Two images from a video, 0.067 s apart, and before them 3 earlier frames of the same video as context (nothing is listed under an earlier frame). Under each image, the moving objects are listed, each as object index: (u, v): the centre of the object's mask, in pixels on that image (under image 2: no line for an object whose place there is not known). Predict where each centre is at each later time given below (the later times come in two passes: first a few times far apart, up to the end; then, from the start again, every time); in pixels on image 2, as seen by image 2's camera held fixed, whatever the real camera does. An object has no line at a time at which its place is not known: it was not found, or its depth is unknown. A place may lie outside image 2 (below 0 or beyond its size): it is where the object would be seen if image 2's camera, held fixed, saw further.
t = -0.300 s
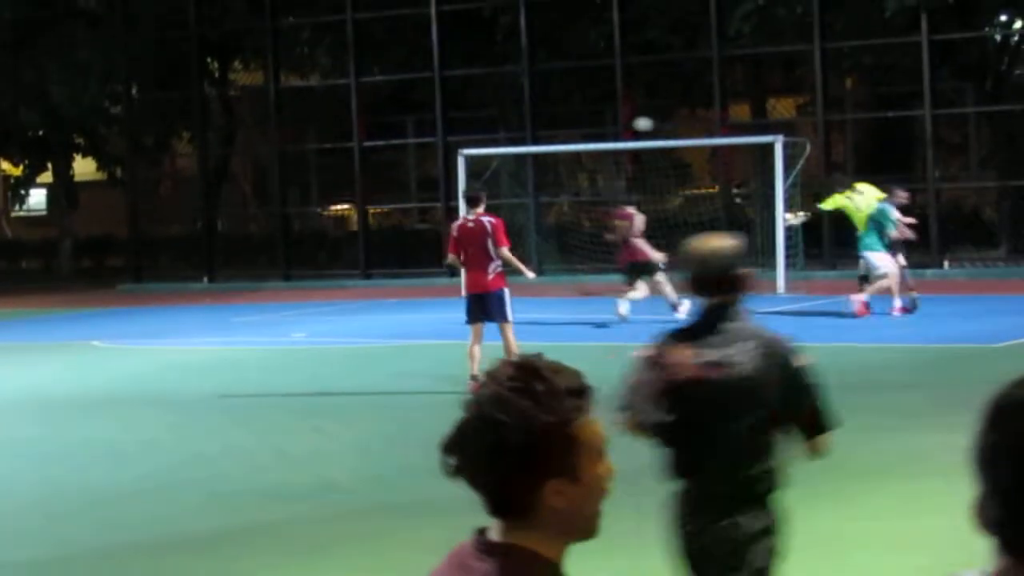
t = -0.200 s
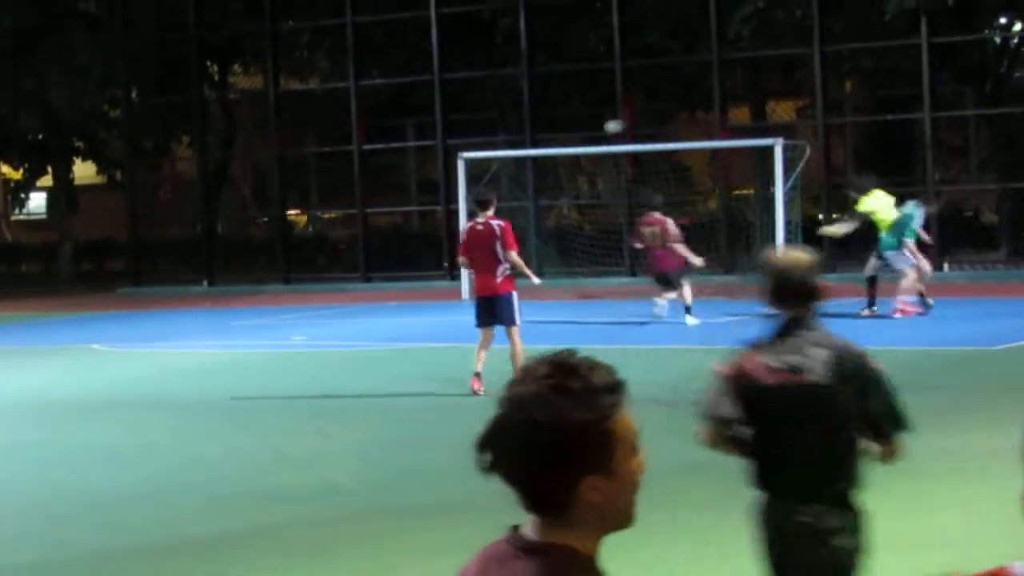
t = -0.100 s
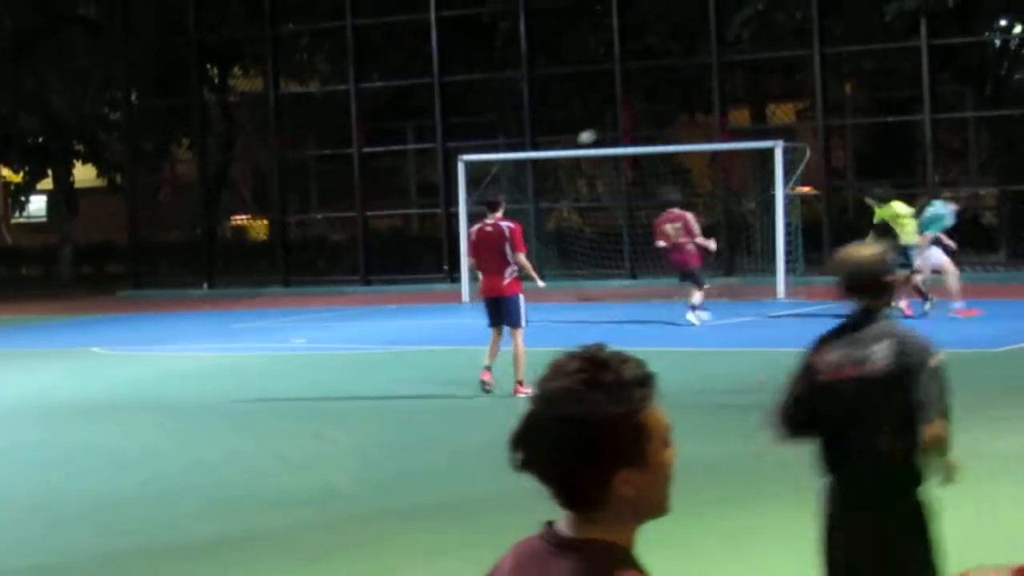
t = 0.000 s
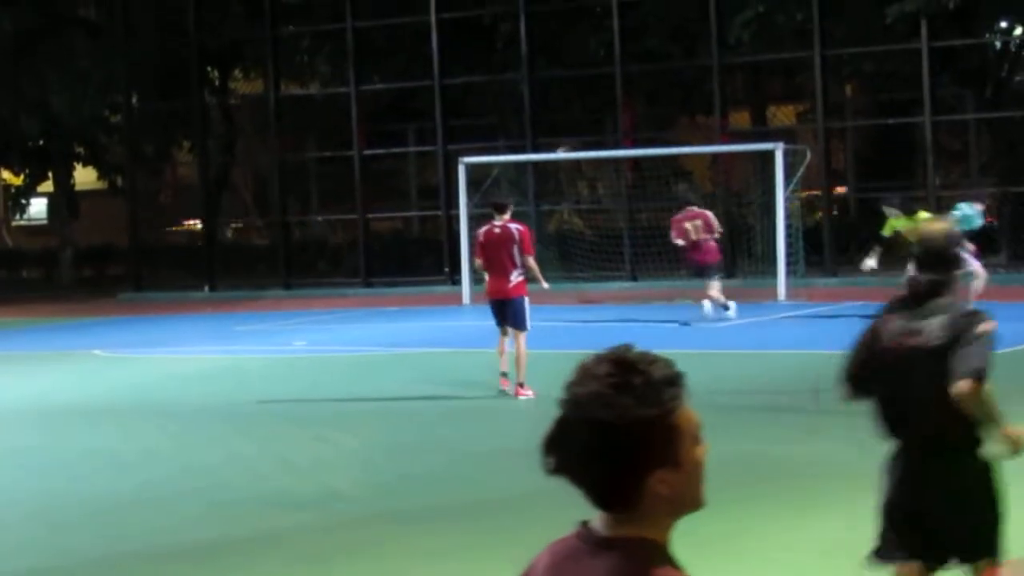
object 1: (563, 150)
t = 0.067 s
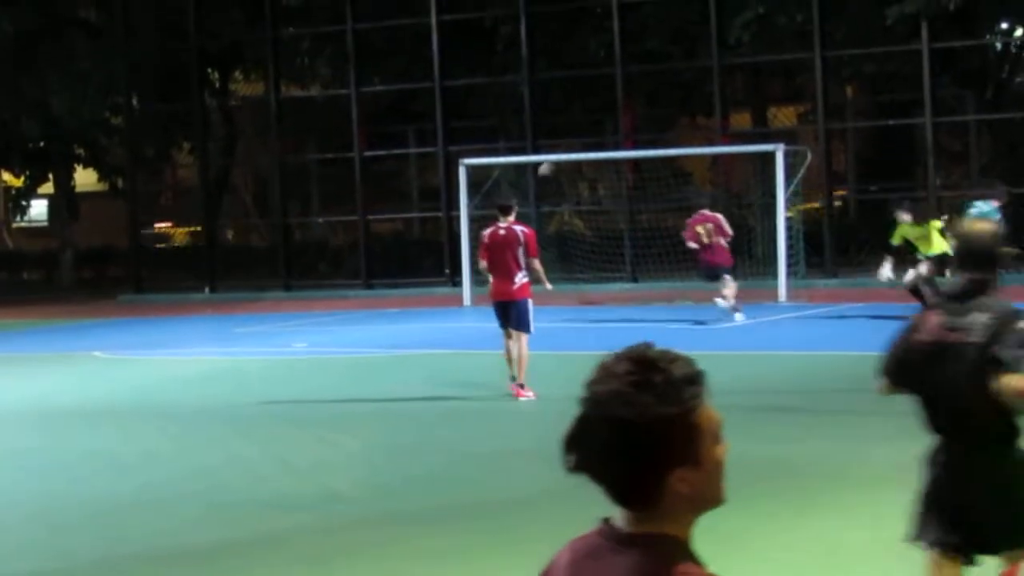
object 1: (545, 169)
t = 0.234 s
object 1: (509, 190)
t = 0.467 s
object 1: (454, 241)
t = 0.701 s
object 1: (402, 295)
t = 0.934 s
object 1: (363, 249)
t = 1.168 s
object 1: (322, 244)
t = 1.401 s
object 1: (282, 282)
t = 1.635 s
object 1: (240, 315)
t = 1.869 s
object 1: (189, 285)
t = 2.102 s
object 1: (139, 303)
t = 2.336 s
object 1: (92, 353)
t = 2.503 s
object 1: (48, 330)
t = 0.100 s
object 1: (538, 177)
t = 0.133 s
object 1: (530, 183)
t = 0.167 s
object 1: (524, 186)
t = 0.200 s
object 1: (516, 188)
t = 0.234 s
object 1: (509, 190)
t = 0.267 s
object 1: (500, 196)
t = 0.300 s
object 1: (494, 201)
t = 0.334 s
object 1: (487, 207)
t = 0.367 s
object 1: (479, 214)
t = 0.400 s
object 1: (474, 220)
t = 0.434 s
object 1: (459, 231)
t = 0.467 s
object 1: (454, 241)
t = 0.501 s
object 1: (449, 250)
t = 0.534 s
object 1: (442, 261)
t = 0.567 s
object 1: (433, 272)
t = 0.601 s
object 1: (425, 284)
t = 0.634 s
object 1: (417, 298)
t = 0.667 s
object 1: (408, 302)
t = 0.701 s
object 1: (402, 295)
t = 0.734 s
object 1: (397, 285)
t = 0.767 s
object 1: (392, 277)
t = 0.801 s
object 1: (386, 271)
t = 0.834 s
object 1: (380, 264)
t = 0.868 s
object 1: (375, 258)
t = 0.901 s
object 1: (368, 253)
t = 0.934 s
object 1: (363, 249)
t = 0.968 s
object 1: (357, 246)
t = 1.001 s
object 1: (351, 243)
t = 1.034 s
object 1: (345, 242)
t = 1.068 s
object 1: (339, 241)
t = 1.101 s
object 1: (334, 241)
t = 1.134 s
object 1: (328, 242)
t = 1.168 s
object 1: (322, 244)
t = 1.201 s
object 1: (316, 246)
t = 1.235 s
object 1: (311, 250)
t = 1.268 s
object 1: (305, 255)
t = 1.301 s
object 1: (299, 260)
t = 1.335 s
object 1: (293, 266)
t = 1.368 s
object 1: (288, 274)
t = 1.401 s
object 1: (282, 282)
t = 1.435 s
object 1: (277, 291)
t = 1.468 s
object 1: (272, 301)
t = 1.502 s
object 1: (266, 312)
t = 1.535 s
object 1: (261, 323)
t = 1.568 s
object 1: (254, 330)
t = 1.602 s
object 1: (247, 322)
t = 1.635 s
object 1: (240, 315)
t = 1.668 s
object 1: (233, 308)
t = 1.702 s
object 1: (225, 302)
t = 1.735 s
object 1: (218, 297)
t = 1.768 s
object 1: (211, 292)
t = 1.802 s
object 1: (204, 289)
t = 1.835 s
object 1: (197, 287)
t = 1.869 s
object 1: (189, 285)
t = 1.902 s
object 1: (182, 284)
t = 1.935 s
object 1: (175, 285)
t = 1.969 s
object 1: (168, 286)
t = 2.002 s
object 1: (160, 289)
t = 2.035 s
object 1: (154, 292)
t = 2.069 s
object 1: (146, 297)
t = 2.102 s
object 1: (139, 303)
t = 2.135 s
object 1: (133, 308)
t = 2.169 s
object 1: (126, 316)
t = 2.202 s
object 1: (120, 324)
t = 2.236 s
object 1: (112, 333)
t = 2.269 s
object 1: (106, 345)
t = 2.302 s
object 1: (100, 356)
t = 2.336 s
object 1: (92, 353)
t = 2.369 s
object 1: (83, 347)
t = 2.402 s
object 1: (74, 341)
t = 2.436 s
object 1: (66, 337)
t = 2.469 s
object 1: (57, 333)
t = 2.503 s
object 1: (48, 330)
